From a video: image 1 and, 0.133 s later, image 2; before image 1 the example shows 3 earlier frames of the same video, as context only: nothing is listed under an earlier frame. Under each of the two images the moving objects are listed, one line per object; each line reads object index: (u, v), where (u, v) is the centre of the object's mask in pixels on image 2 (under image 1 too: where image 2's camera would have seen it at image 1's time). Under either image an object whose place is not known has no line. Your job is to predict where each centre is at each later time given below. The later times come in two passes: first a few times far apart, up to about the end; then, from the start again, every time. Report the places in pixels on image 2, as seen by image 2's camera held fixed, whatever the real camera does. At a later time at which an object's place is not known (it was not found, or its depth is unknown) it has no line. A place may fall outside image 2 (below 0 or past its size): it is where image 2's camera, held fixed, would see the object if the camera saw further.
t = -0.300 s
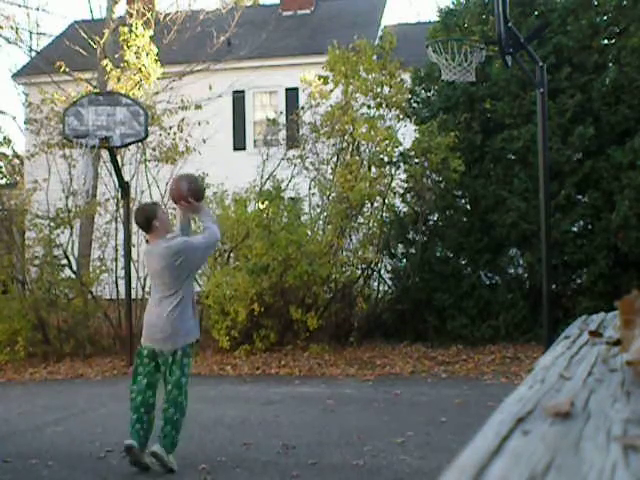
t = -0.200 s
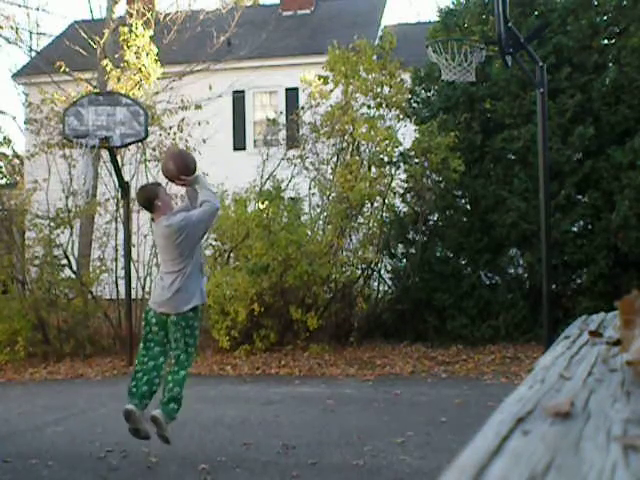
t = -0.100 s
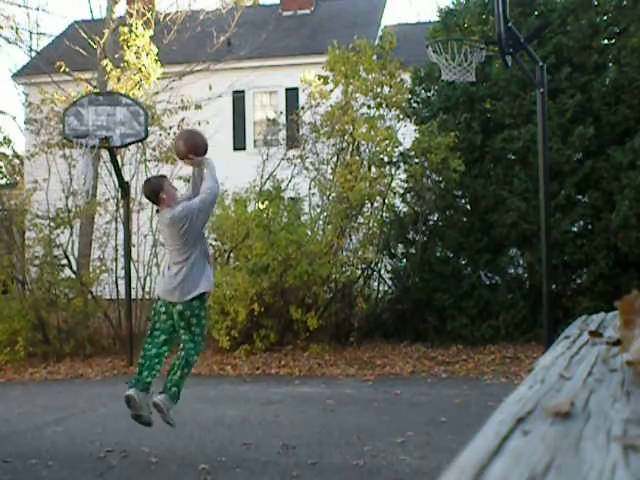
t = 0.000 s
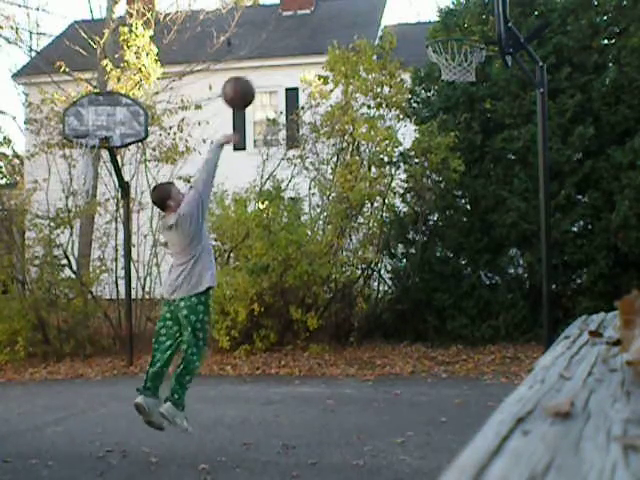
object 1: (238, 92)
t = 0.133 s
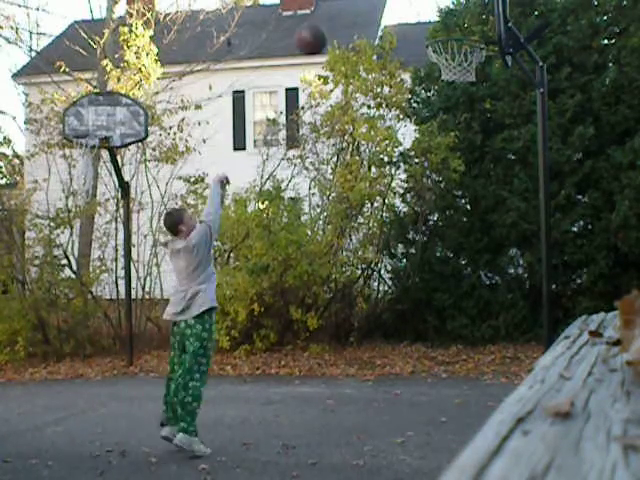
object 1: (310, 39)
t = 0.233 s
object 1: (362, 17)
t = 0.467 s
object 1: (470, 17)
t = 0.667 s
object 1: (458, 27)
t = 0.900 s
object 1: (438, 33)
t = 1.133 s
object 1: (450, 41)
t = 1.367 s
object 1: (465, 83)
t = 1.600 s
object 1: (473, 150)
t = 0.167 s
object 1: (327, 30)
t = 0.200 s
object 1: (345, 23)
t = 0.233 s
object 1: (362, 17)
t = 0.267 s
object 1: (378, 13)
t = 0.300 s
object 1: (394, 11)
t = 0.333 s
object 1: (410, 11)
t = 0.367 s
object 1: (425, 10)
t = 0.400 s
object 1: (440, 12)
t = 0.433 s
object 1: (454, 13)
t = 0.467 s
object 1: (470, 17)
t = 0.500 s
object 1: (483, 24)
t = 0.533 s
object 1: (480, 26)
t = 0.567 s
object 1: (473, 24)
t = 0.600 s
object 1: (467, 24)
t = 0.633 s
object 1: (463, 25)
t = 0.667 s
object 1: (458, 27)
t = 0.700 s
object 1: (453, 30)
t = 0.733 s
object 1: (448, 35)
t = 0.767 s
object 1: (445, 36)
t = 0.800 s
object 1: (442, 33)
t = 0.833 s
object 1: (441, 33)
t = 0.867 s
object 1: (440, 33)
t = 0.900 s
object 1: (438, 33)
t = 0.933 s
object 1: (438, 34)
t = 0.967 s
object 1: (439, 33)
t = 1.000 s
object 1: (440, 33)
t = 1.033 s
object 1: (441, 33)
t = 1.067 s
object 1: (444, 34)
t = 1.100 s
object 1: (446, 33)
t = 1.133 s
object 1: (450, 41)
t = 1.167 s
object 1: (452, 47)
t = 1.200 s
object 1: (456, 53)
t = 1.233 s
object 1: (458, 59)
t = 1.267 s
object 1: (461, 66)
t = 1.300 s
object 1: (462, 75)
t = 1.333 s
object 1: (464, 78)
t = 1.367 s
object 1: (465, 83)
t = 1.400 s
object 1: (466, 87)
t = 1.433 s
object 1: (467, 93)
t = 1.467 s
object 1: (468, 103)
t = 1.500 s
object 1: (469, 113)
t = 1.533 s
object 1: (470, 123)
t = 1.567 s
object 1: (472, 136)
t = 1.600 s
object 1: (473, 150)
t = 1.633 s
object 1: (474, 164)
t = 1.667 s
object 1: (475, 180)
